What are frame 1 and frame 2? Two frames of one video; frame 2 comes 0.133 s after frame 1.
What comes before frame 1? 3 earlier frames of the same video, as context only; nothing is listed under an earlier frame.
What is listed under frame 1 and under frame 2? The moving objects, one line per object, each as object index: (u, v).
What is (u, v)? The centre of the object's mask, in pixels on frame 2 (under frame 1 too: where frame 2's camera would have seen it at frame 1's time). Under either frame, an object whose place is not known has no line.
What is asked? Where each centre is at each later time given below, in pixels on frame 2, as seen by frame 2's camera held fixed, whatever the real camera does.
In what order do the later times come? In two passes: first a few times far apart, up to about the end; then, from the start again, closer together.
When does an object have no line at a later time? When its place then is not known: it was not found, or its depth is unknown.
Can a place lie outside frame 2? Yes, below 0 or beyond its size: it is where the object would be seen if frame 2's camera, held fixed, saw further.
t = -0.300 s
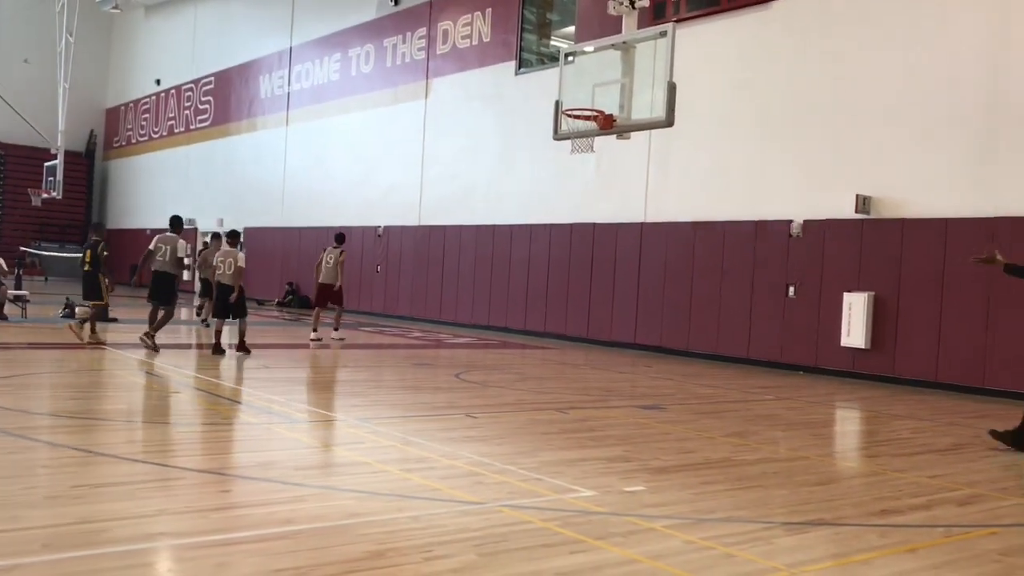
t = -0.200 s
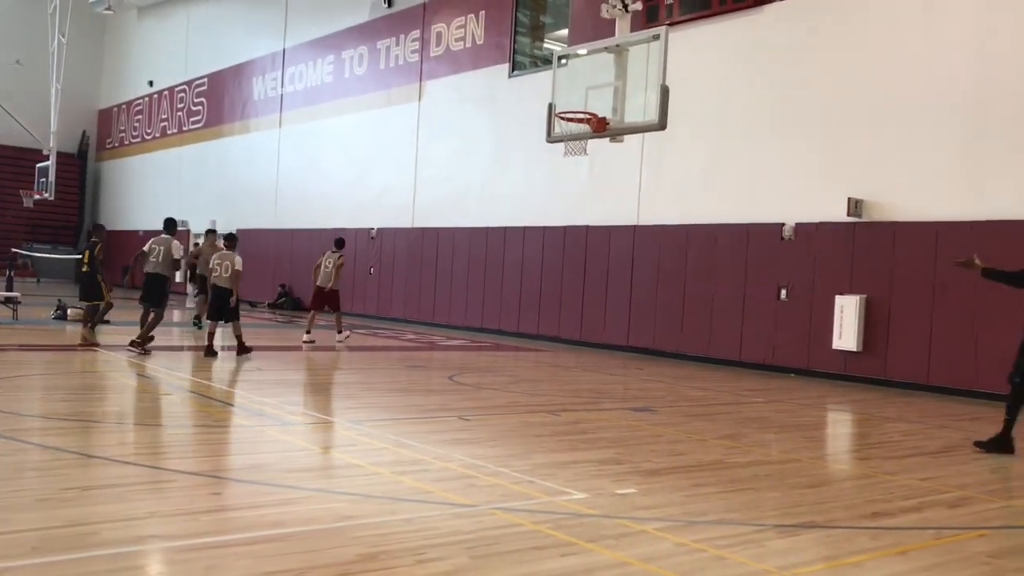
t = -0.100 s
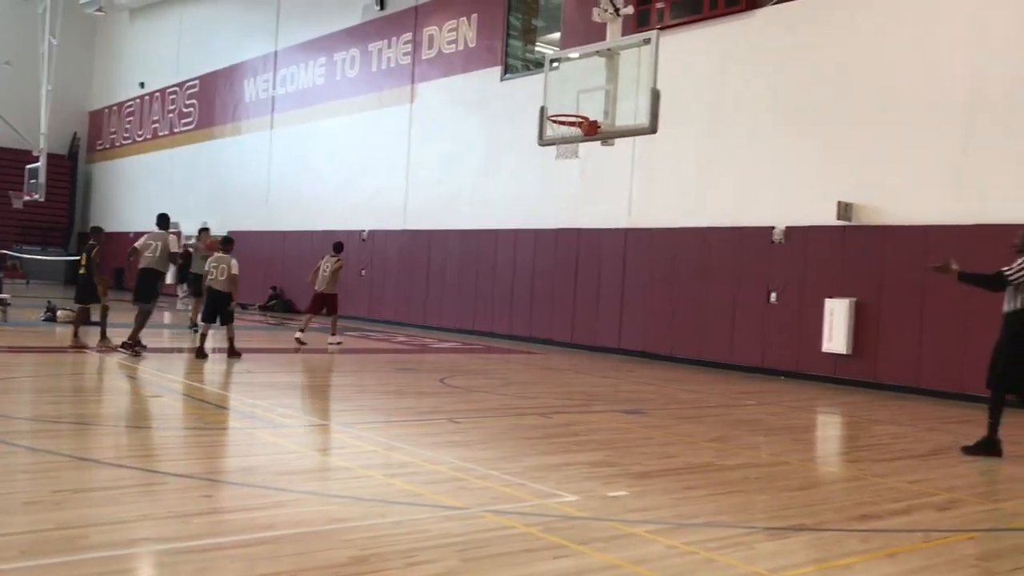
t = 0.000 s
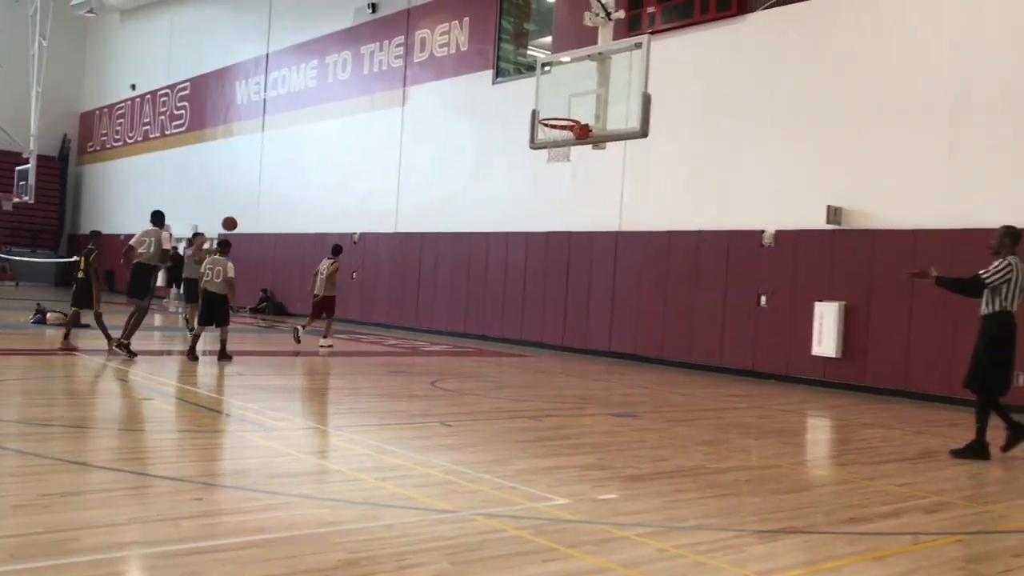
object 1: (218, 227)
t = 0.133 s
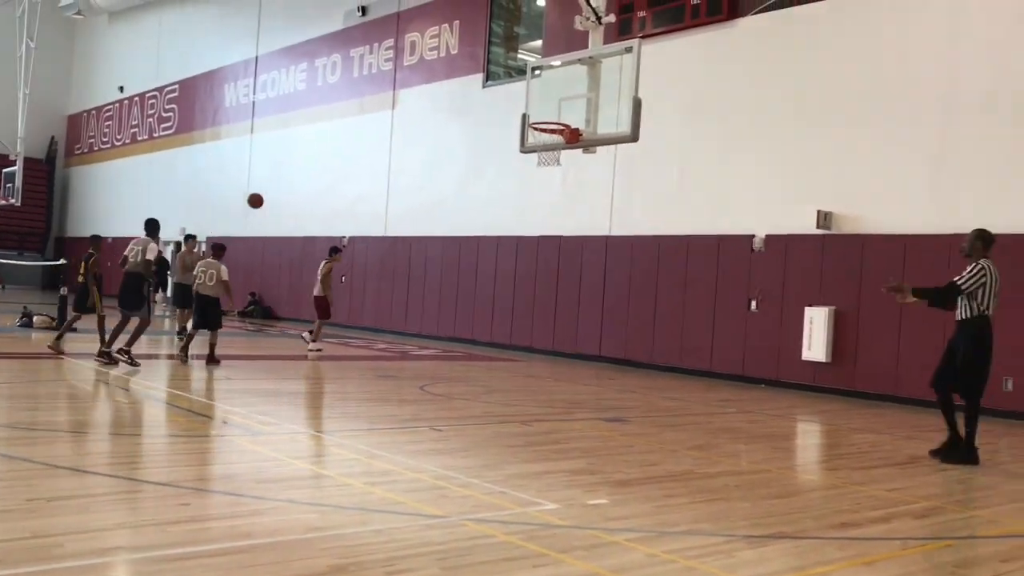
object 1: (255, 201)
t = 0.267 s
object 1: (296, 183)
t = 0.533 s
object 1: (392, 181)
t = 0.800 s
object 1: (512, 241)
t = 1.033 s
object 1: (650, 370)
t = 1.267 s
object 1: (763, 346)
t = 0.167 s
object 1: (265, 195)
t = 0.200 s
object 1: (275, 190)
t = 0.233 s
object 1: (285, 186)
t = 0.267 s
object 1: (296, 183)
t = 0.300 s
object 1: (307, 180)
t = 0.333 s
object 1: (318, 178)
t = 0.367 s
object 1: (330, 176)
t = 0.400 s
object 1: (341, 176)
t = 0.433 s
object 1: (353, 176)
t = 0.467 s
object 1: (366, 177)
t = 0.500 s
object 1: (379, 179)
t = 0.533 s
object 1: (392, 181)
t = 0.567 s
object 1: (405, 185)
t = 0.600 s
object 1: (420, 189)
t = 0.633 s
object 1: (434, 195)
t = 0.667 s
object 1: (449, 201)
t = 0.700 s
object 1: (463, 209)
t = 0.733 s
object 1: (479, 218)
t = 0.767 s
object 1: (496, 228)
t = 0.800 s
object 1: (512, 241)
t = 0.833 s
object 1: (531, 255)
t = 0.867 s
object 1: (549, 269)
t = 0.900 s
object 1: (566, 284)
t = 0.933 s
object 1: (587, 303)
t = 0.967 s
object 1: (606, 323)
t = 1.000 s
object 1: (628, 345)
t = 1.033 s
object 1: (650, 370)
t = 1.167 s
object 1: (724, 395)
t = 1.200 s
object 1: (736, 377)
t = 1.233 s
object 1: (750, 361)
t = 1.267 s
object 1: (763, 346)
